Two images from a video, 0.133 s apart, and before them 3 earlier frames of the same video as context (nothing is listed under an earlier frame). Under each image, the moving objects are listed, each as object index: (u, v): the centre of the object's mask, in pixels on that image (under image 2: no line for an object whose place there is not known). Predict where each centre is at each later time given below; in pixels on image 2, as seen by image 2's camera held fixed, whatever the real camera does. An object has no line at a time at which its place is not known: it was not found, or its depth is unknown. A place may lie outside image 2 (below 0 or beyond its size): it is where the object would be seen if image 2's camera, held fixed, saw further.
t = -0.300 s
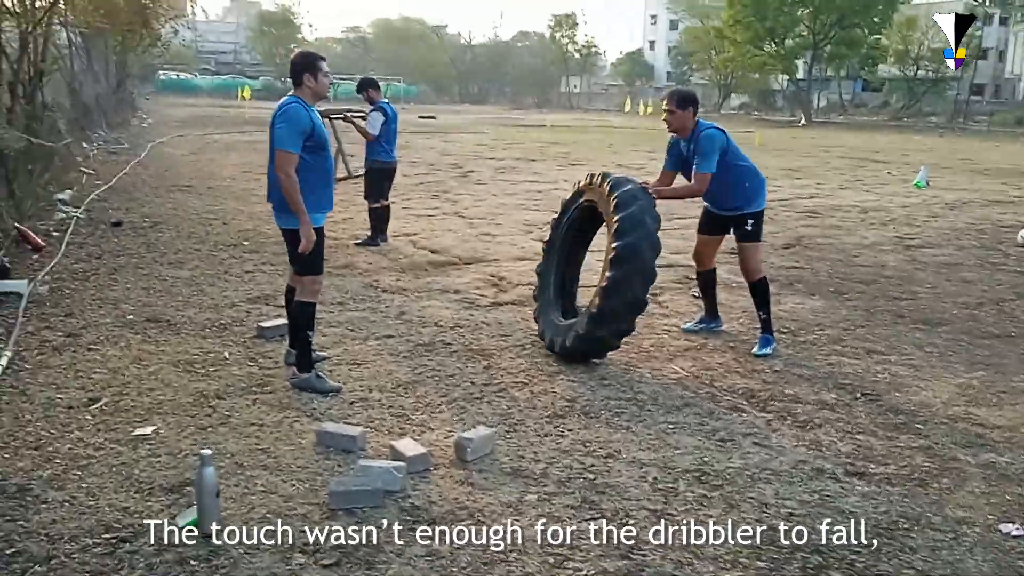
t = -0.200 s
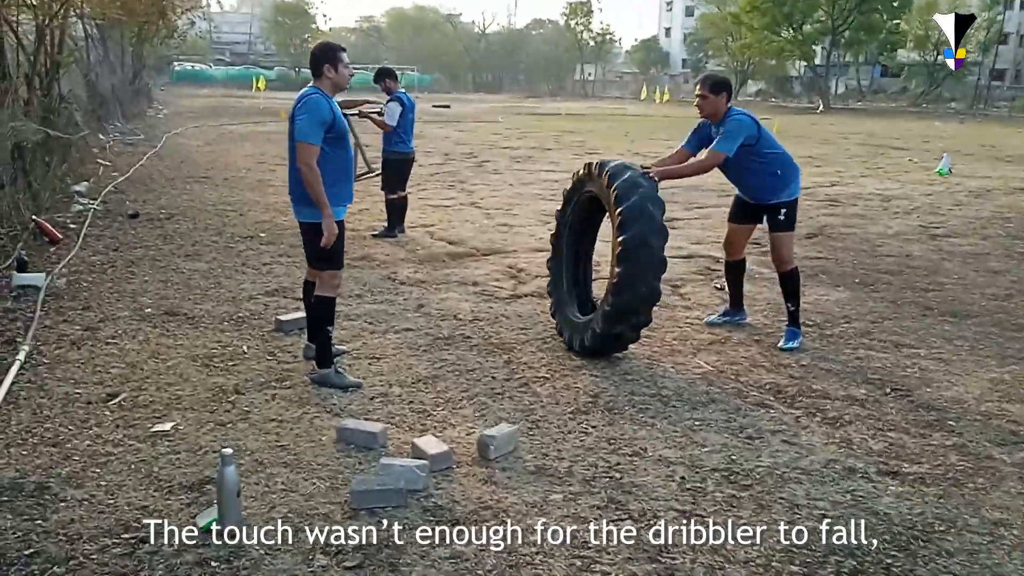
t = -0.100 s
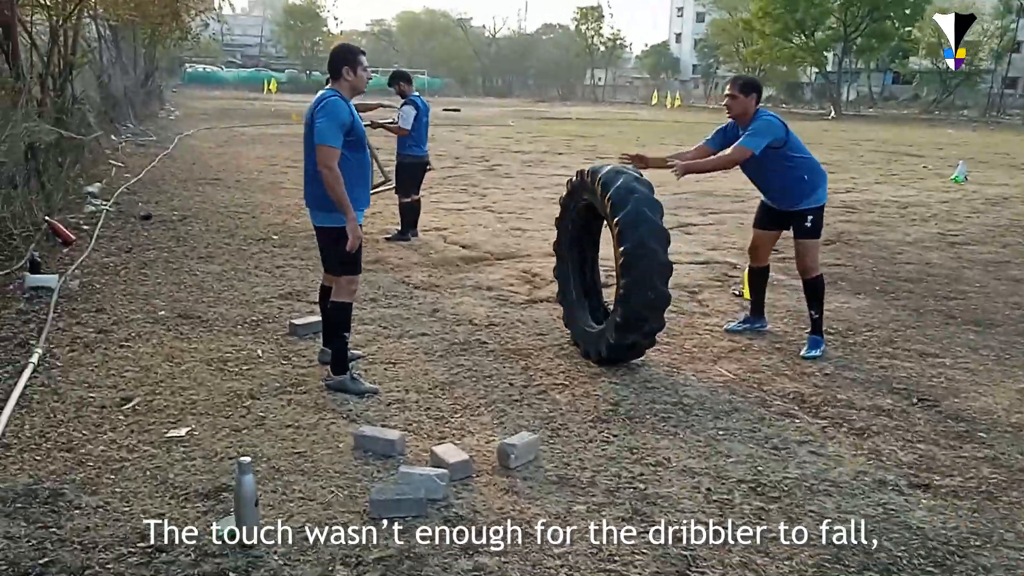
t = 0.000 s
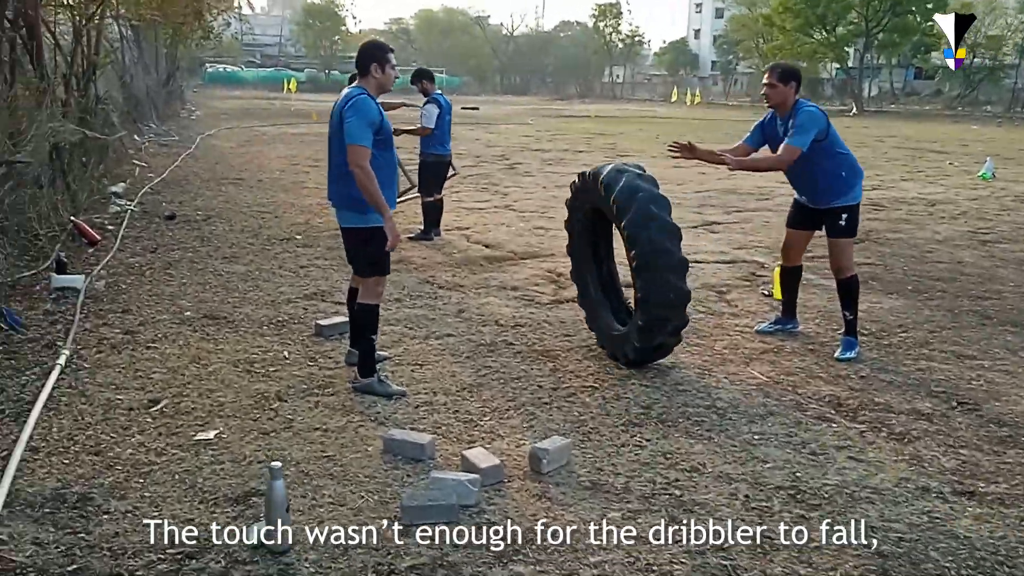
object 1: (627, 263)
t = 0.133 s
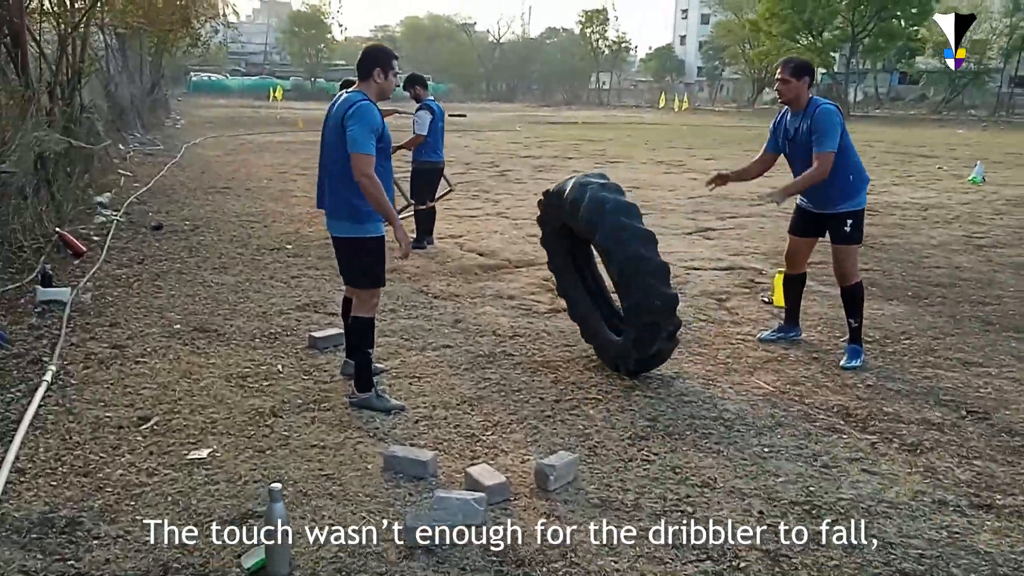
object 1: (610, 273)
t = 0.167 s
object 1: (605, 274)
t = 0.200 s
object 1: (599, 276)
